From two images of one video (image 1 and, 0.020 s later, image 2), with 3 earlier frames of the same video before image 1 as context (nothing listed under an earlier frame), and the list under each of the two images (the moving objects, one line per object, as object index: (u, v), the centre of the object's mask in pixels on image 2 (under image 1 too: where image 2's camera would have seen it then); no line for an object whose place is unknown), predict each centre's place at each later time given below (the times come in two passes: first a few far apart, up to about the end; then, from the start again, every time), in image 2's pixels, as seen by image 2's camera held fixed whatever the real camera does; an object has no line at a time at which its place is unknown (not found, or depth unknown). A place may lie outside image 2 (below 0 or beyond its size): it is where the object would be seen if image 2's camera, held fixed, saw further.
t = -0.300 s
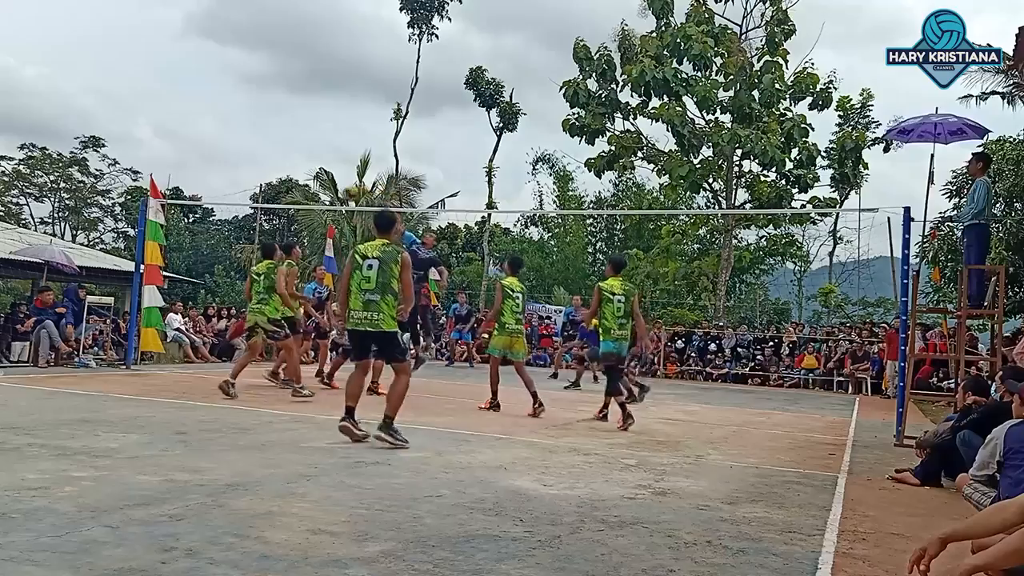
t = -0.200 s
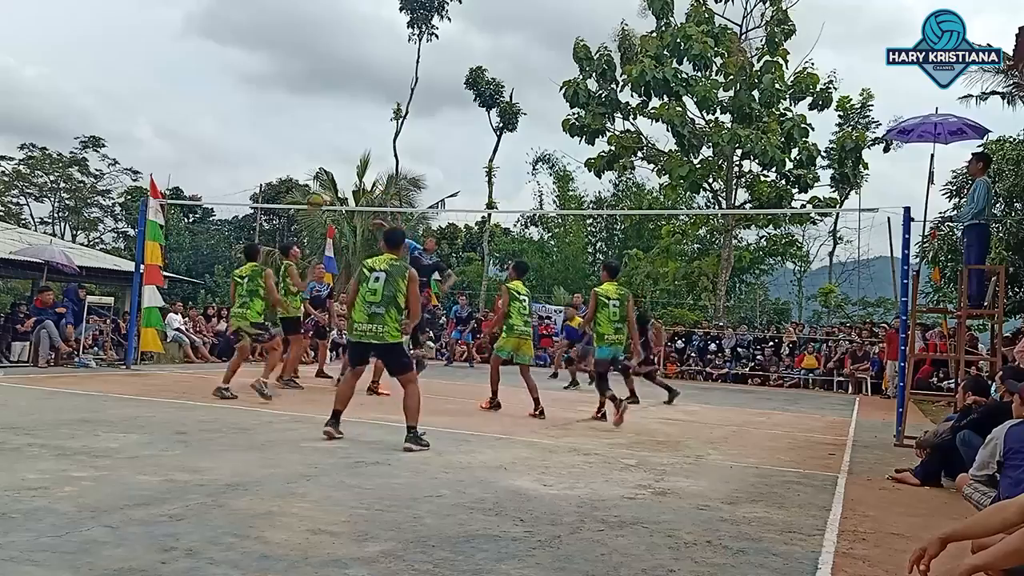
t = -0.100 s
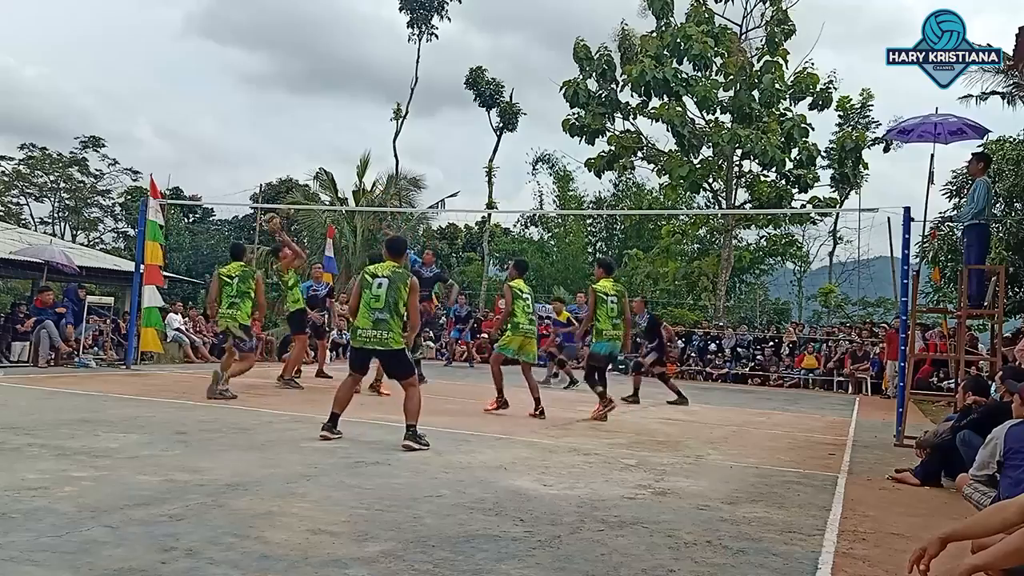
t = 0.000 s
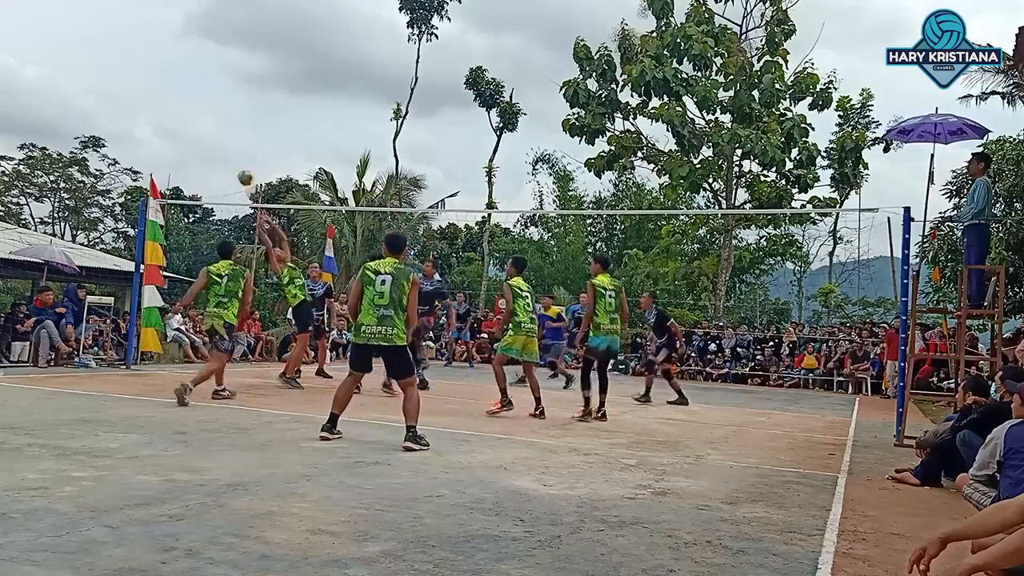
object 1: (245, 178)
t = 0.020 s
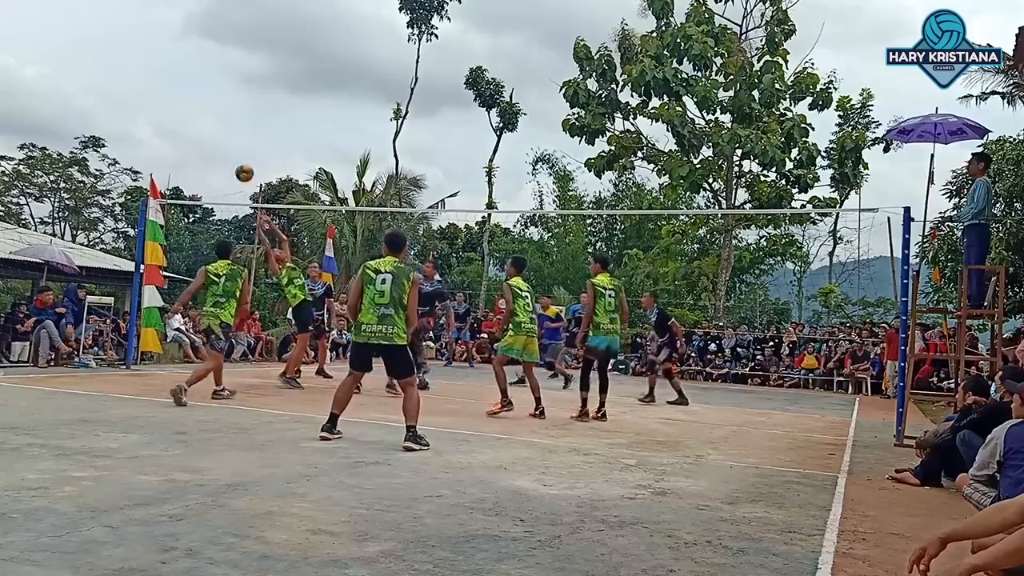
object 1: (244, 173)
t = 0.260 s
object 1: (189, 84)
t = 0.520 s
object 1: (128, 41)
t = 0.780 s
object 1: (66, 54)
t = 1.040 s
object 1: (6, 122)
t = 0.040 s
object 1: (239, 163)
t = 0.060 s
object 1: (235, 155)
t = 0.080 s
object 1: (230, 146)
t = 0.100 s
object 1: (226, 138)
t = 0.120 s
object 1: (221, 131)
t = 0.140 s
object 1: (216, 122)
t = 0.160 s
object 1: (212, 115)
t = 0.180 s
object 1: (207, 108)
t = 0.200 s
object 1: (203, 102)
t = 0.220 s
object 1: (198, 95)
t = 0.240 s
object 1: (194, 89)
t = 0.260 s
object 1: (189, 84)
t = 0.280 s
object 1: (185, 78)
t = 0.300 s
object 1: (180, 74)
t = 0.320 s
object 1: (176, 69)
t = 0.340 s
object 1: (171, 64)
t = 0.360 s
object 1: (166, 60)
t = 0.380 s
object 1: (161, 57)
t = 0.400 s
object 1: (157, 54)
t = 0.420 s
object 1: (152, 51)
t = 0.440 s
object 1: (147, 48)
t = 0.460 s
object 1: (143, 46)
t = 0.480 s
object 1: (138, 43)
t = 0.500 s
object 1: (133, 42)
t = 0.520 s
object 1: (128, 41)
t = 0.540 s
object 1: (123, 39)
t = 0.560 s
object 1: (119, 39)
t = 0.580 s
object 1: (114, 39)
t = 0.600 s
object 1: (110, 39)
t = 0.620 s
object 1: (104, 39)
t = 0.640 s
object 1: (100, 40)
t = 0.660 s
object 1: (95, 41)
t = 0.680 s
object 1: (90, 42)
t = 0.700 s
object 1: (85, 44)
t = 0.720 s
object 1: (81, 46)
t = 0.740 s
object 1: (76, 49)
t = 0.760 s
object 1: (71, 51)
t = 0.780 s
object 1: (66, 54)
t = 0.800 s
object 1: (61, 57)
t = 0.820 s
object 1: (56, 61)
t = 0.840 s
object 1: (51, 65)
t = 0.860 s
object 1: (47, 69)
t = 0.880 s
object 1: (41, 74)
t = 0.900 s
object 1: (37, 79)
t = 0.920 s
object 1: (31, 84)
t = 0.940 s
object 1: (27, 89)
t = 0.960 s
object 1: (22, 96)
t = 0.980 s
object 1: (17, 102)
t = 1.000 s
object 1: (12, 109)
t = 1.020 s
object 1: (8, 116)
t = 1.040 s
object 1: (6, 122)
